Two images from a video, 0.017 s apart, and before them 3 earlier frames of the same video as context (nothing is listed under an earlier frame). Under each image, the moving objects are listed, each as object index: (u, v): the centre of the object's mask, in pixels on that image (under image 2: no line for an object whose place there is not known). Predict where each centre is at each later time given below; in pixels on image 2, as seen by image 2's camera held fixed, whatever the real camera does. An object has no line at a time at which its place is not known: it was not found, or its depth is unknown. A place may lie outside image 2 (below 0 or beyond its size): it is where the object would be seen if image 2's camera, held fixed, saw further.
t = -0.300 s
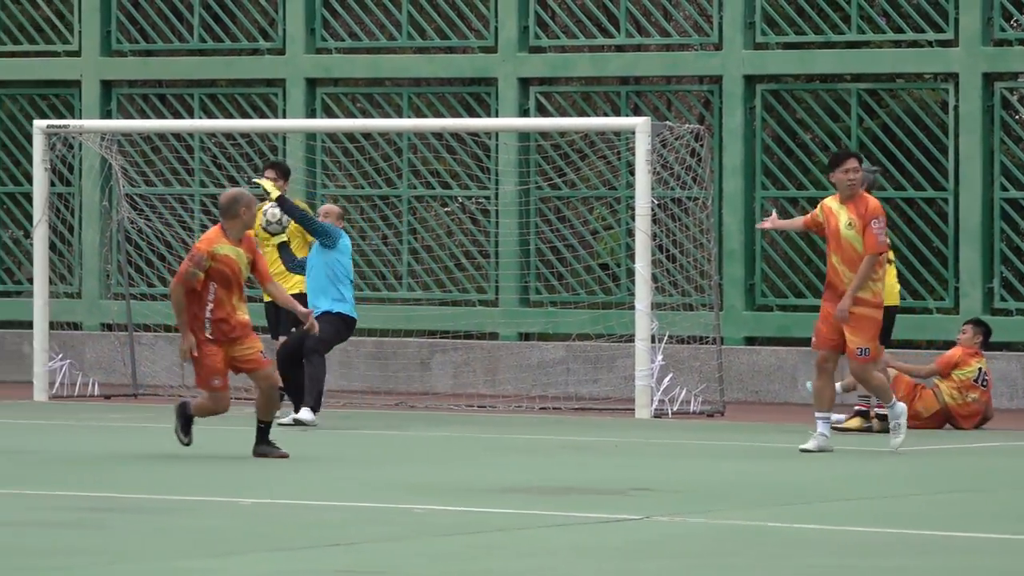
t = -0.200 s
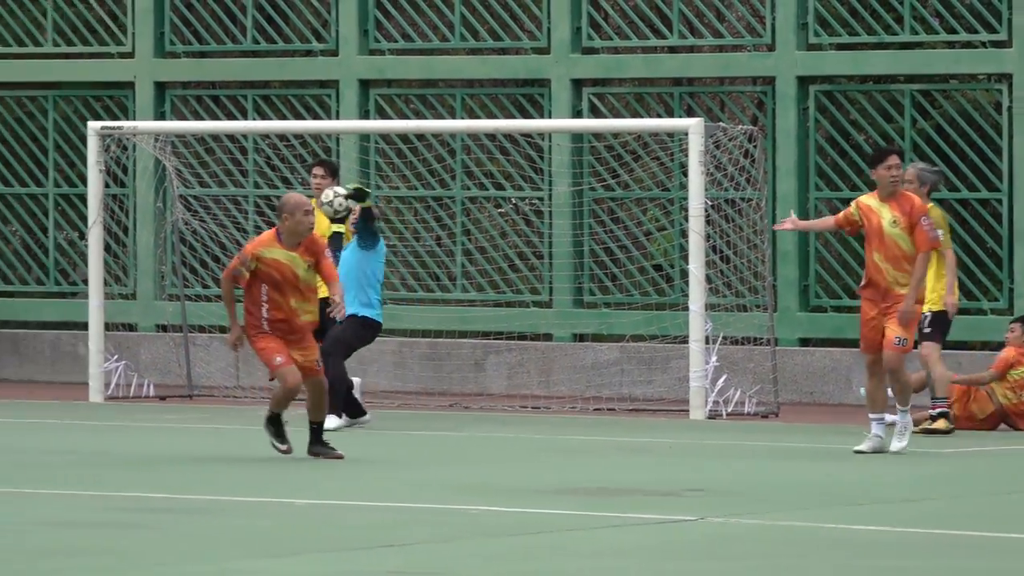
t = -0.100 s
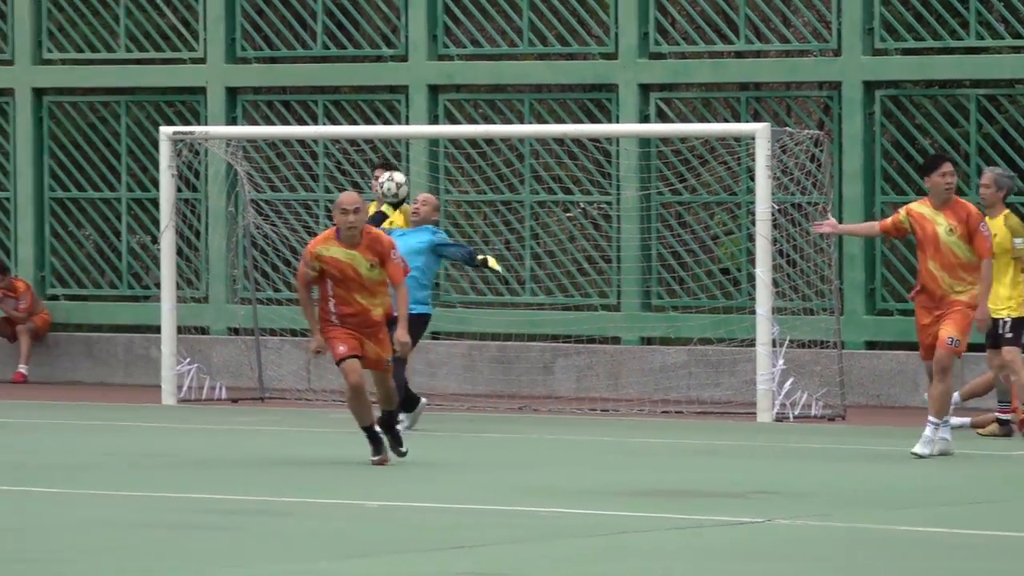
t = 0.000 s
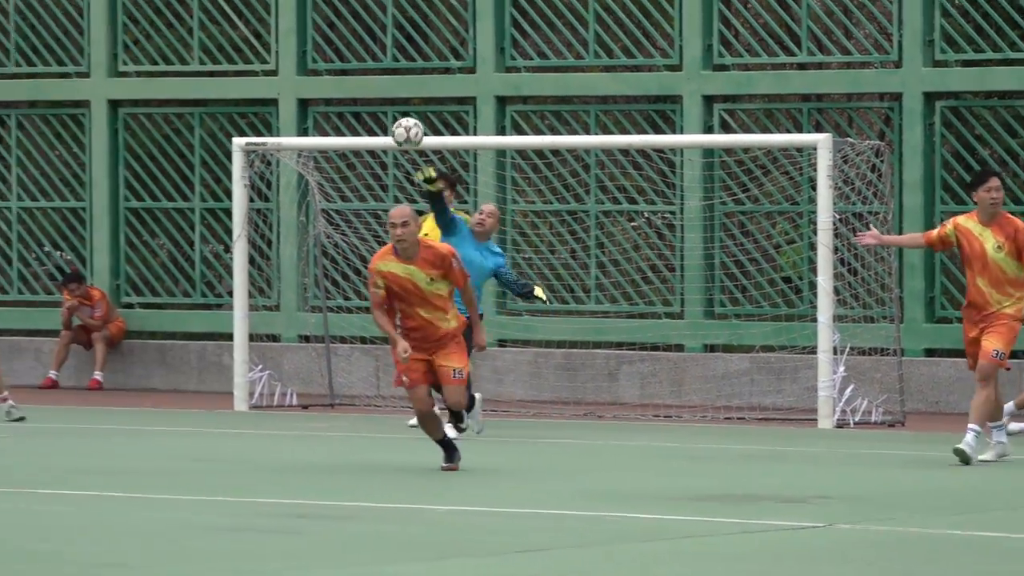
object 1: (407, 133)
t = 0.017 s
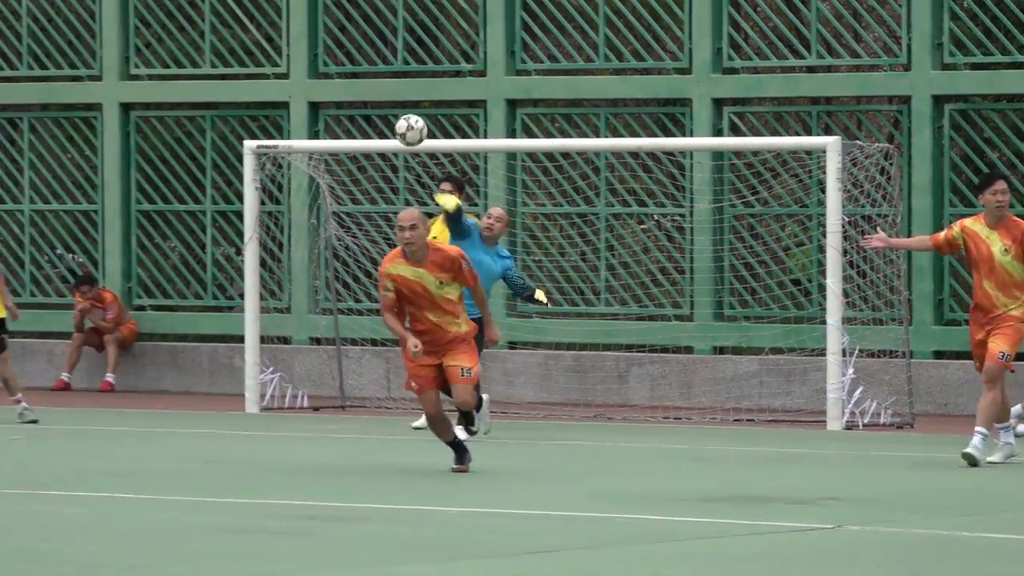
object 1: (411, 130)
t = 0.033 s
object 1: (403, 124)
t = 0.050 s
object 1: (395, 119)
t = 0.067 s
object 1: (387, 114)
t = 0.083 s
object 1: (379, 109)
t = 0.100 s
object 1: (371, 105)
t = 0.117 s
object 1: (362, 101)
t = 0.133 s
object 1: (354, 97)
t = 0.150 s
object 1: (345, 93)
